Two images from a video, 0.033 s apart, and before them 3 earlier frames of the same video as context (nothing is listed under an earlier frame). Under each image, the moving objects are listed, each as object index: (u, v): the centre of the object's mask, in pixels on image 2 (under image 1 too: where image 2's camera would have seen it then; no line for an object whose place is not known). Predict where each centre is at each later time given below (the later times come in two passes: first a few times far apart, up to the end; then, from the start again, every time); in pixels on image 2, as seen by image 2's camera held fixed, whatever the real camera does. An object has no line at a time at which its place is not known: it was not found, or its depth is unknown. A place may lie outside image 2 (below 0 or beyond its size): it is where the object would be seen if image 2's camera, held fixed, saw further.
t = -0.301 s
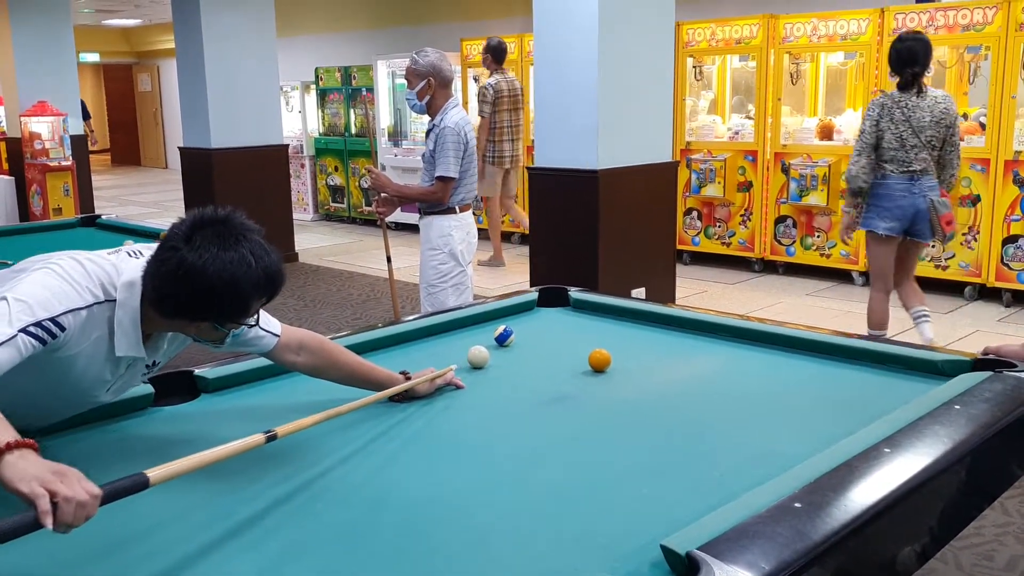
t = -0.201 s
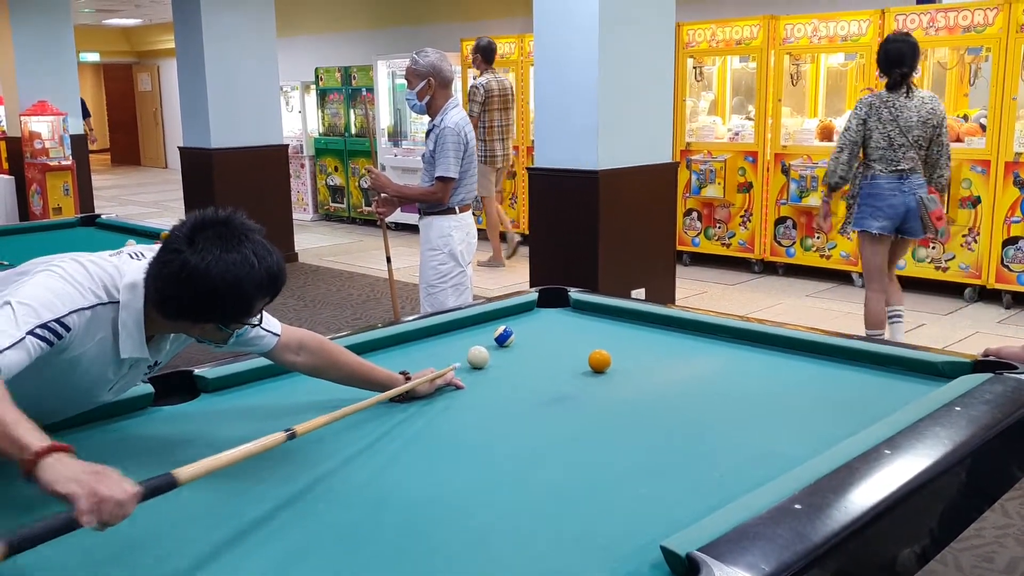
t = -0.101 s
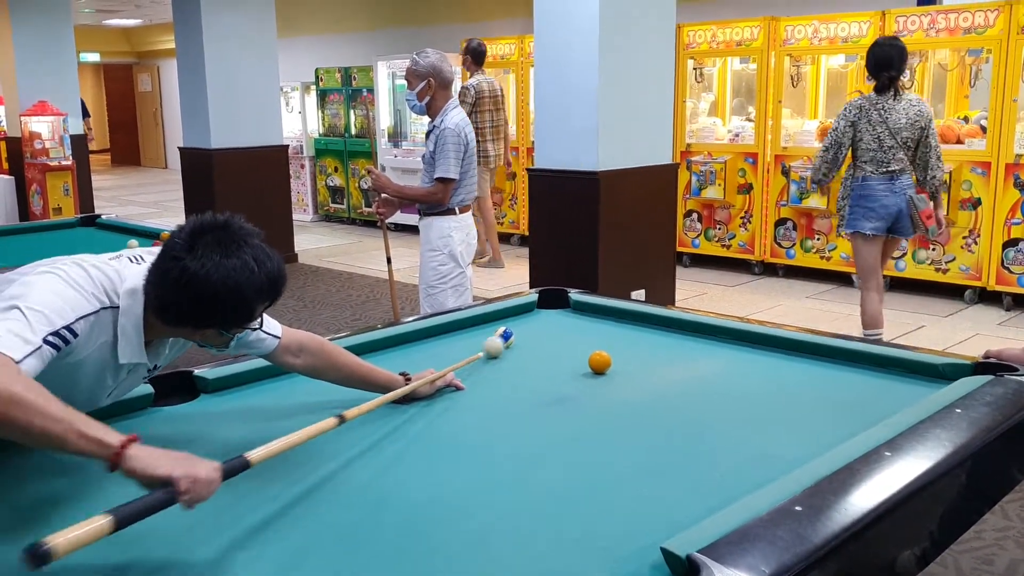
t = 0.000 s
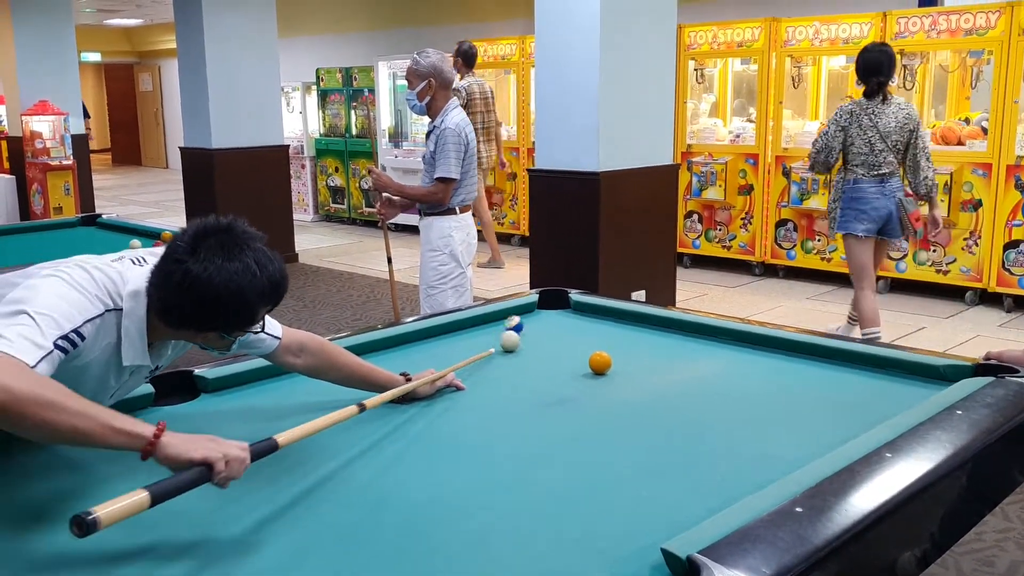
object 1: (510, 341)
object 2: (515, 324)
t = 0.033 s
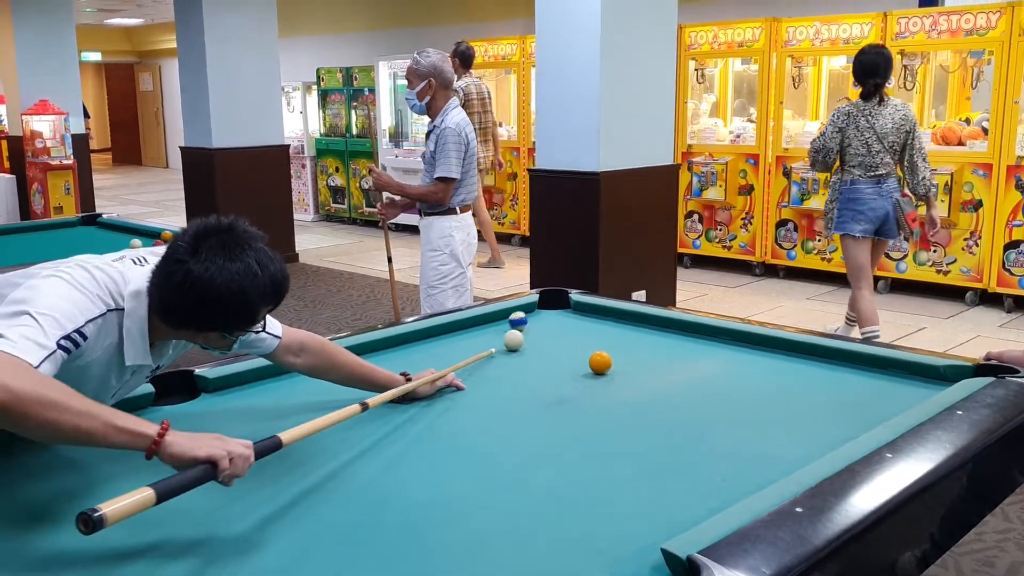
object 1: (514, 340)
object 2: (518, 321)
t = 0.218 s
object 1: (531, 336)
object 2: (545, 307)
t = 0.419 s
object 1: (549, 332)
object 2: (567, 309)
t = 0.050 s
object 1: (515, 340)
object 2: (520, 319)
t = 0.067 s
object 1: (517, 339)
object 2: (521, 317)
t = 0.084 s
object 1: (518, 339)
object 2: (523, 315)
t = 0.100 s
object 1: (520, 339)
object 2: (525, 313)
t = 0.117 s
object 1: (521, 338)
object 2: (527, 312)
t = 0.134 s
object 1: (523, 338)
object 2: (528, 311)
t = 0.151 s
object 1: (525, 337)
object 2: (528, 309)
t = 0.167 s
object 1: (526, 337)
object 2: (533, 308)
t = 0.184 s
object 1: (528, 337)
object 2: (538, 308)
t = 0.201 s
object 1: (530, 336)
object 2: (542, 308)
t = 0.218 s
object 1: (531, 336)
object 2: (545, 307)
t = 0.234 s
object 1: (533, 336)
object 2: (550, 306)
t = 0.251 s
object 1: (534, 335)
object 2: (554, 306)
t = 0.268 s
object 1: (535, 335)
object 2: (558, 306)
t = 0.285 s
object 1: (537, 335)
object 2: (562, 306)
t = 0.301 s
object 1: (538, 334)
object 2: (566, 305)
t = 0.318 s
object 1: (540, 334)
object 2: (567, 306)
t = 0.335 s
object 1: (541, 334)
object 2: (567, 306)
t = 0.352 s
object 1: (543, 333)
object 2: (566, 307)
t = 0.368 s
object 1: (544, 333)
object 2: (566, 307)
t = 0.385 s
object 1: (546, 333)
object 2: (566, 308)
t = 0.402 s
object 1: (547, 332)
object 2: (567, 309)
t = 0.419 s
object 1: (549, 332)
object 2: (567, 309)
